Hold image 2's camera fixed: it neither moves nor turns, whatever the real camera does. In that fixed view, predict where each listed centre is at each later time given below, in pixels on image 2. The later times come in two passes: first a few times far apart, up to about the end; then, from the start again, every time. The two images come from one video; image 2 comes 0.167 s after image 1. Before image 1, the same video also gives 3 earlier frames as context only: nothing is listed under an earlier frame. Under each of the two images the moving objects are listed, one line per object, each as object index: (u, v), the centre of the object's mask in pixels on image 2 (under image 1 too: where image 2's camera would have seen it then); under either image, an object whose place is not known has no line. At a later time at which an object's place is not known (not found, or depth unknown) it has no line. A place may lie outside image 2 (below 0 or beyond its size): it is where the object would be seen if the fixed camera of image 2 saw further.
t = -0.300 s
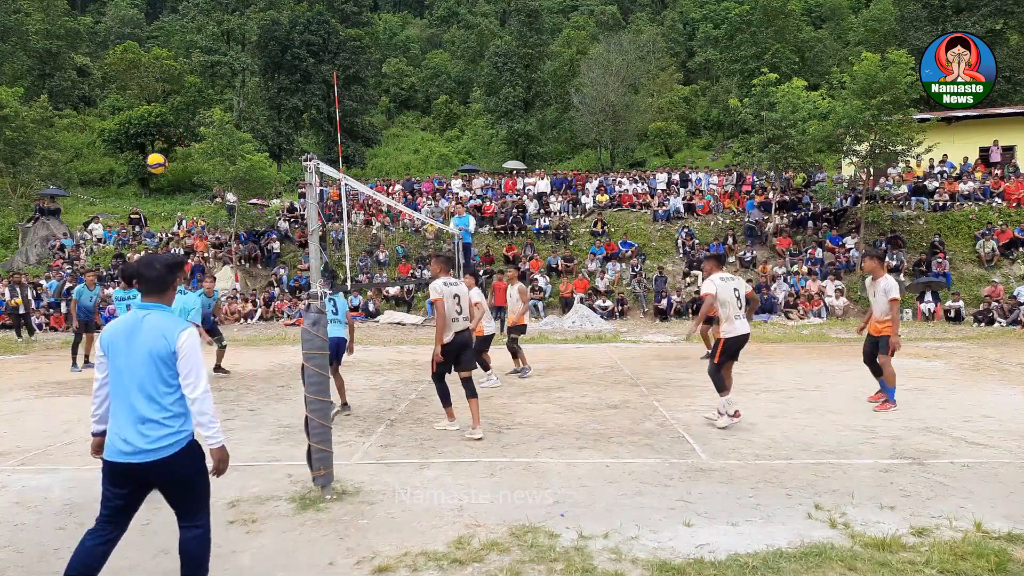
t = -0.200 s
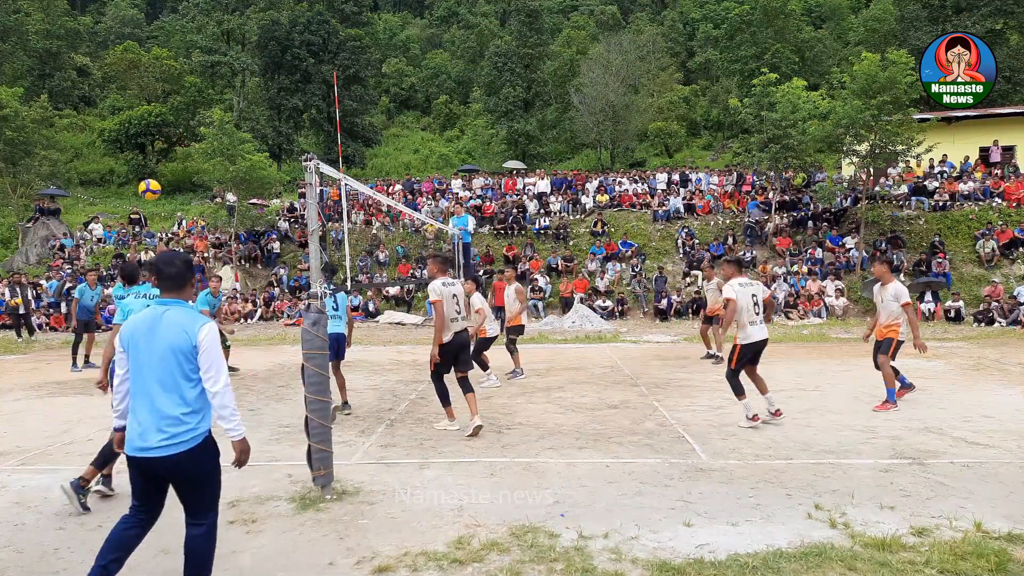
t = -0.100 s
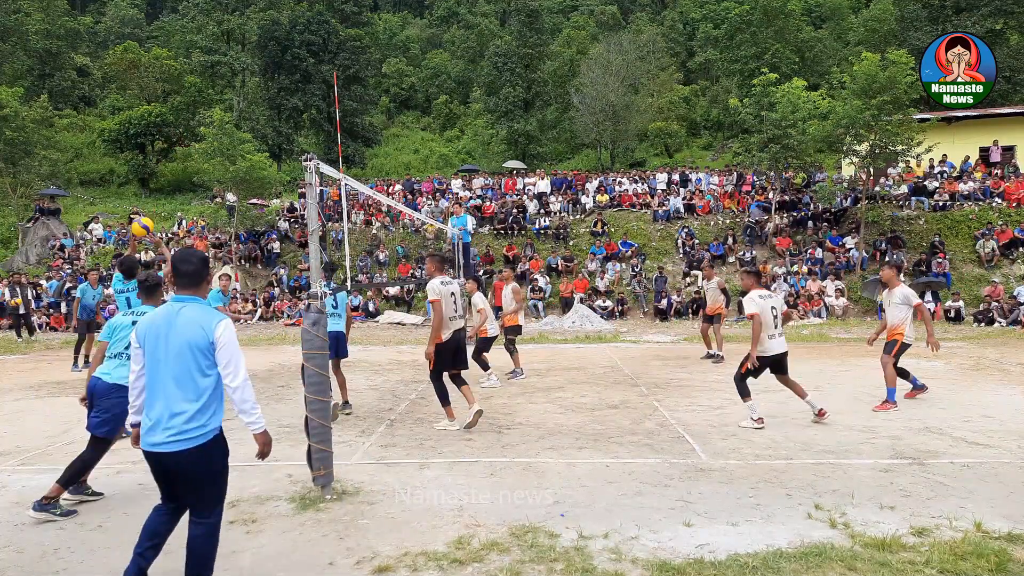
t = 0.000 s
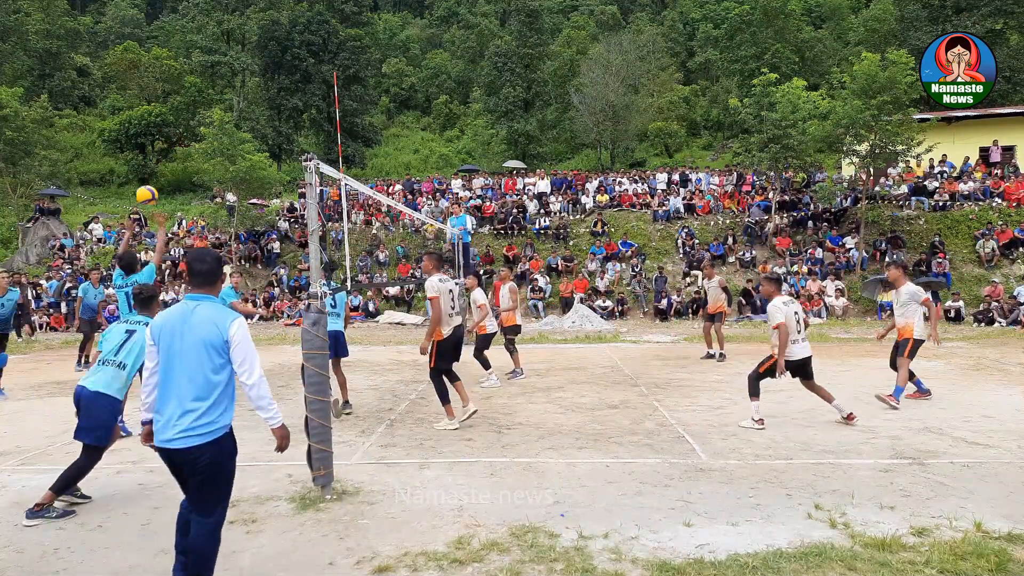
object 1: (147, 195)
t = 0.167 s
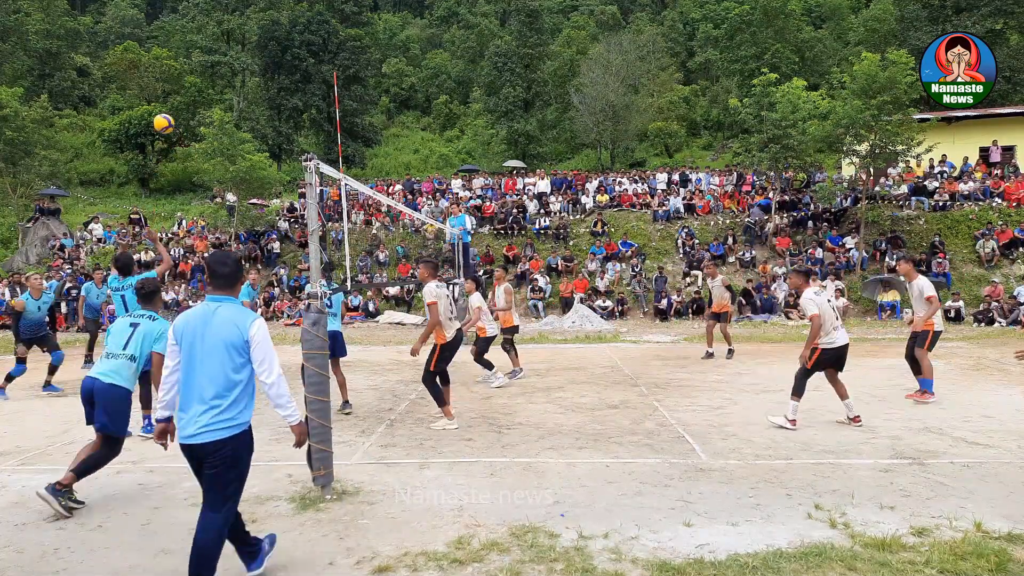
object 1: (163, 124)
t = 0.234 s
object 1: (170, 104)
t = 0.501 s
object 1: (193, 71)
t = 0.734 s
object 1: (211, 90)
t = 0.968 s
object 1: (227, 146)
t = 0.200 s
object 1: (167, 113)
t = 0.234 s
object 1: (170, 104)
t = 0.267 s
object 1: (173, 97)
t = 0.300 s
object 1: (176, 90)
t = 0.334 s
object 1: (179, 84)
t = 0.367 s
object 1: (182, 80)
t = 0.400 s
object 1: (185, 76)
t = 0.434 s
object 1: (188, 73)
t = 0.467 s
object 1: (190, 71)
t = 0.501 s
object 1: (193, 71)
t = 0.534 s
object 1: (196, 71)
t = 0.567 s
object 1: (198, 72)
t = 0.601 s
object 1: (201, 74)
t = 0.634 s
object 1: (204, 77)
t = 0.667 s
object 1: (206, 80)
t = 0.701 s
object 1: (209, 85)
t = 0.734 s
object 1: (211, 90)
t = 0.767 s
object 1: (214, 96)
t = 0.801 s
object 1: (216, 103)
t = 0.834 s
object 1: (218, 110)
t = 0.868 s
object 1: (221, 118)
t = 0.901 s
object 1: (223, 127)
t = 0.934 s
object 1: (225, 137)
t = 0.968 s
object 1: (227, 146)
